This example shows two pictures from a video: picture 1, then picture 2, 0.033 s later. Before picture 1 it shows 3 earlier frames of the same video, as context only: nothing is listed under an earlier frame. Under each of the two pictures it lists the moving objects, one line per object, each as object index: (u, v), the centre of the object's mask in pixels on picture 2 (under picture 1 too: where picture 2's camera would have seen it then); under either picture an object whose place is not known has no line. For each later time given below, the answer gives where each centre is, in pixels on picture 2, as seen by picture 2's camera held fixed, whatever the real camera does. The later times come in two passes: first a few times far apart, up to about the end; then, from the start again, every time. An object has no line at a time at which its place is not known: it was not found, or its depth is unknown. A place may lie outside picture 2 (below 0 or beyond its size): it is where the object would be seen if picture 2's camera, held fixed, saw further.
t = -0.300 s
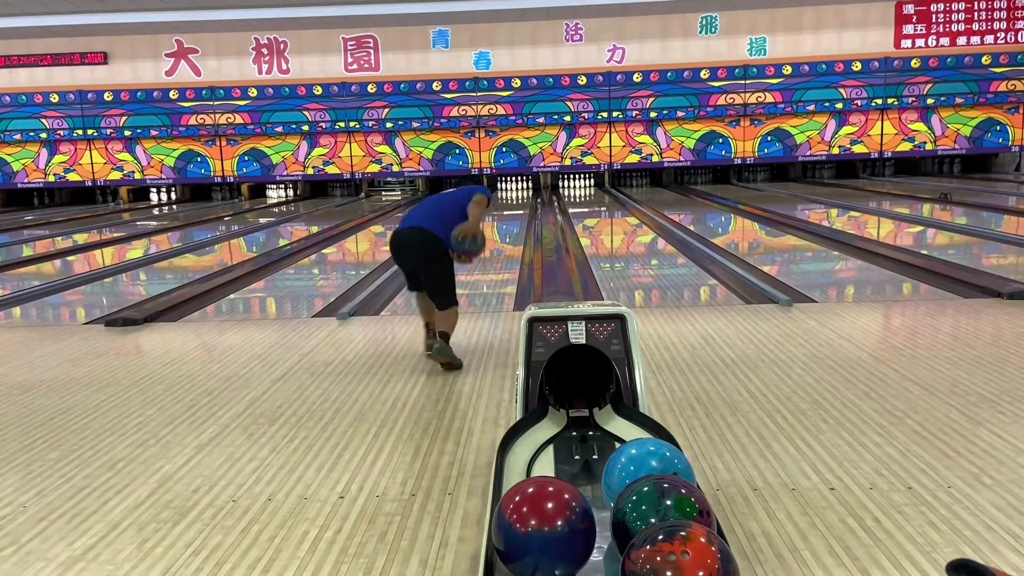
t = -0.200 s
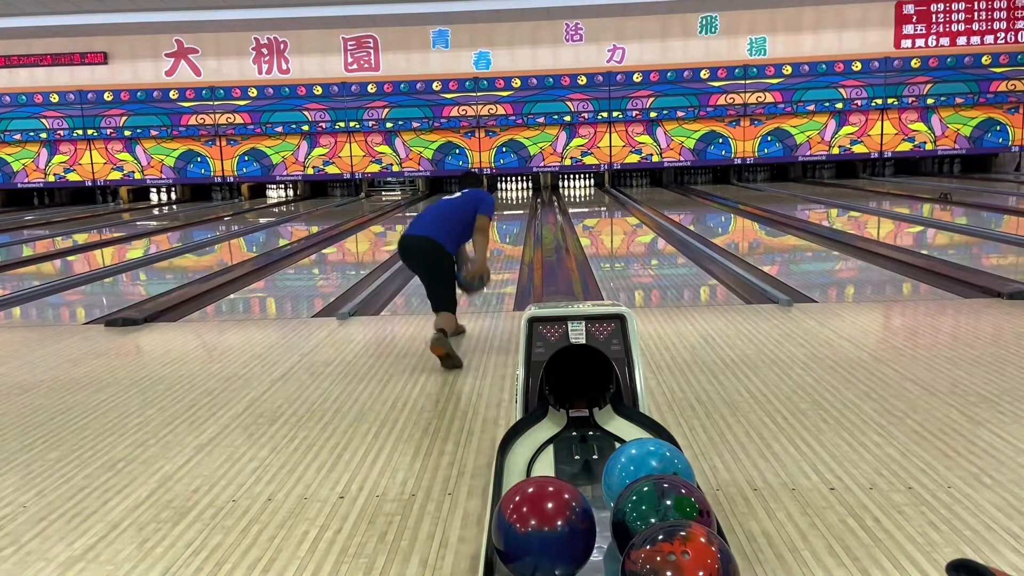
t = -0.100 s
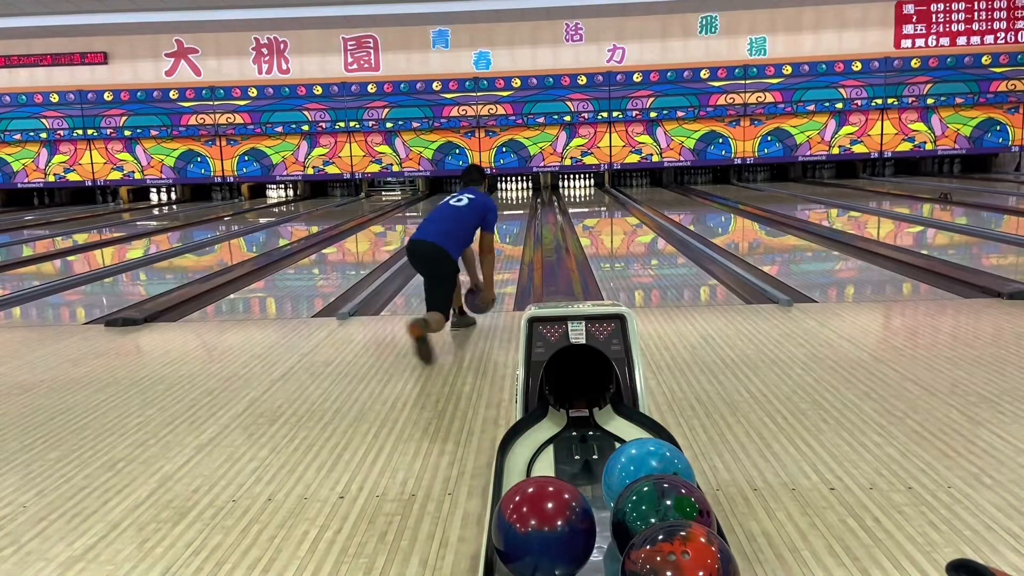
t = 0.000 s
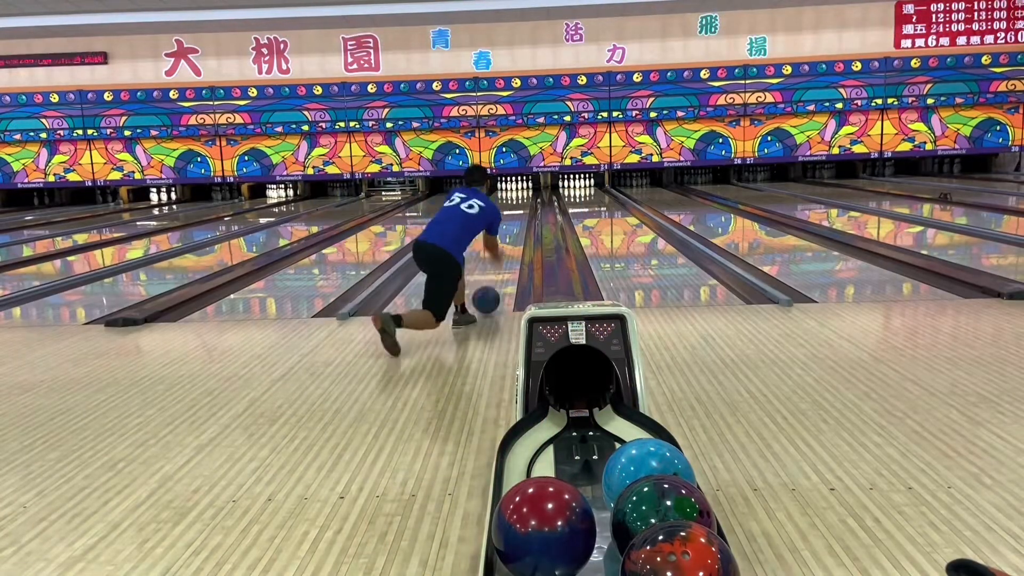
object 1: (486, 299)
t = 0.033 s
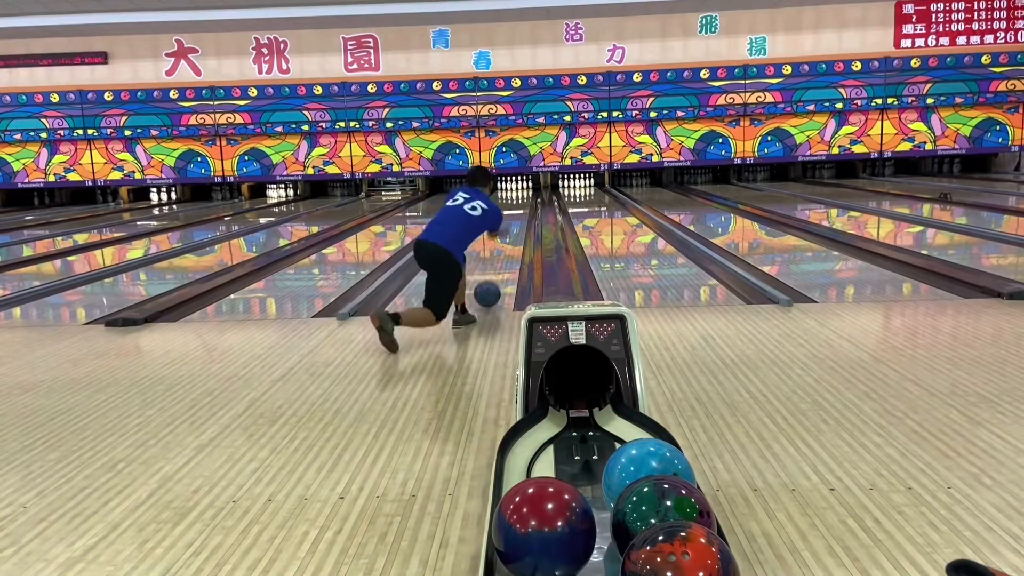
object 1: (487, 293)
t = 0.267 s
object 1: (494, 267)
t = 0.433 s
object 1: (500, 253)
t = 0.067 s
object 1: (488, 289)
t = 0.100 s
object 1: (489, 286)
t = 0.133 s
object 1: (490, 282)
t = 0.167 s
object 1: (491, 278)
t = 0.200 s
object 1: (492, 274)
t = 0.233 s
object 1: (493, 271)
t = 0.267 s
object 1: (494, 267)
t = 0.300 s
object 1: (495, 265)
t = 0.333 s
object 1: (497, 261)
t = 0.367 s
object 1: (498, 258)
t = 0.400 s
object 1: (499, 255)
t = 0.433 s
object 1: (500, 253)
